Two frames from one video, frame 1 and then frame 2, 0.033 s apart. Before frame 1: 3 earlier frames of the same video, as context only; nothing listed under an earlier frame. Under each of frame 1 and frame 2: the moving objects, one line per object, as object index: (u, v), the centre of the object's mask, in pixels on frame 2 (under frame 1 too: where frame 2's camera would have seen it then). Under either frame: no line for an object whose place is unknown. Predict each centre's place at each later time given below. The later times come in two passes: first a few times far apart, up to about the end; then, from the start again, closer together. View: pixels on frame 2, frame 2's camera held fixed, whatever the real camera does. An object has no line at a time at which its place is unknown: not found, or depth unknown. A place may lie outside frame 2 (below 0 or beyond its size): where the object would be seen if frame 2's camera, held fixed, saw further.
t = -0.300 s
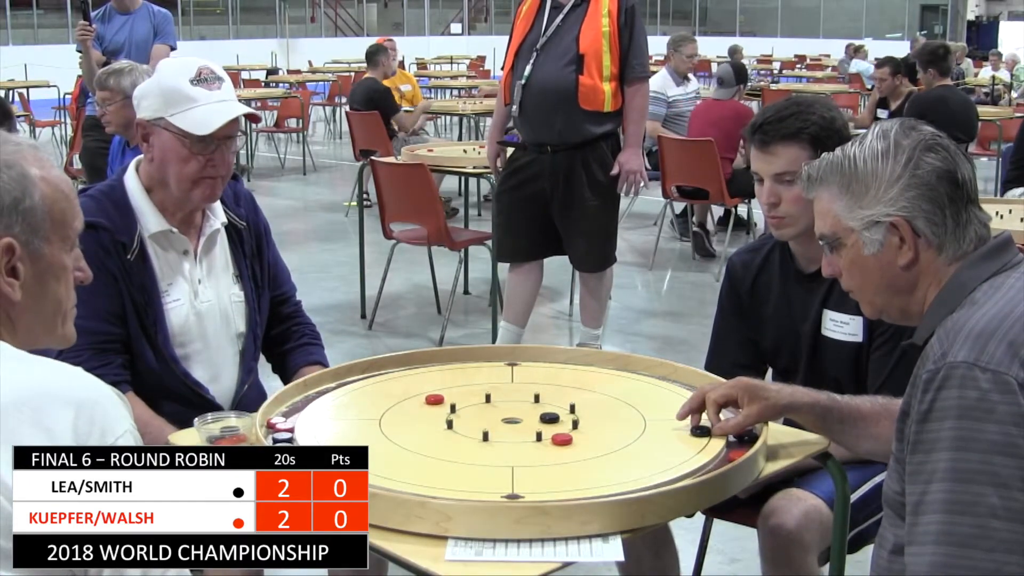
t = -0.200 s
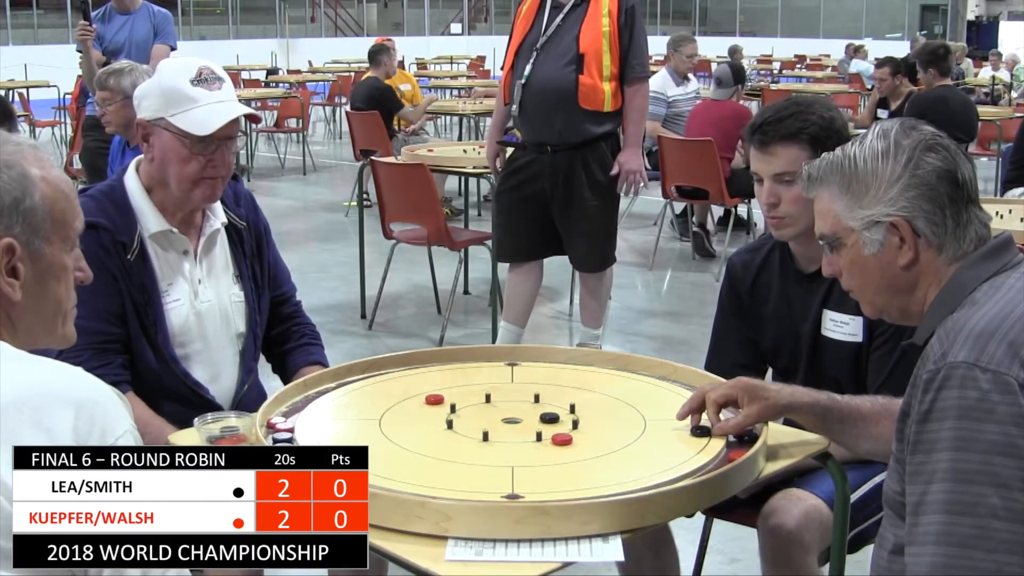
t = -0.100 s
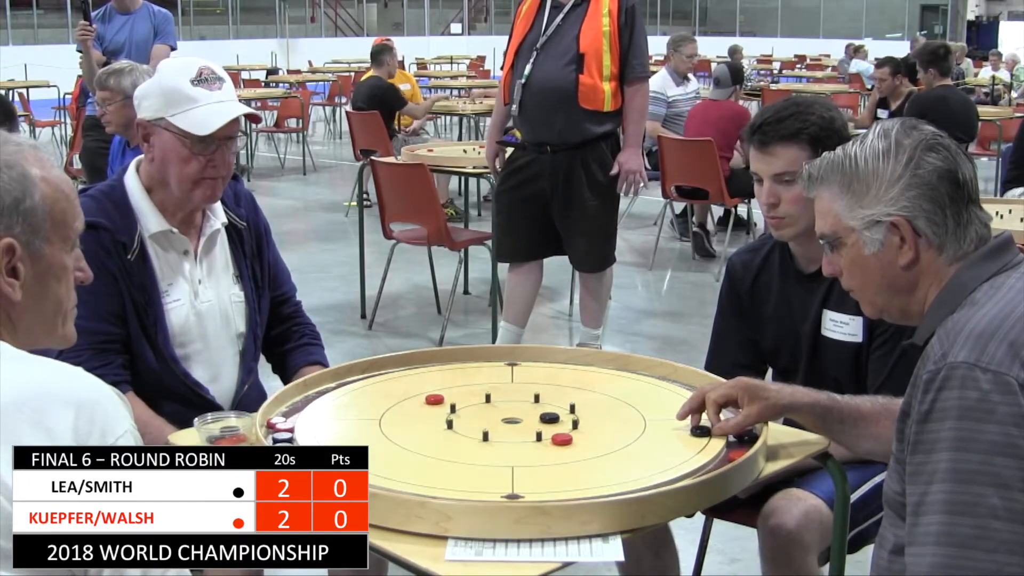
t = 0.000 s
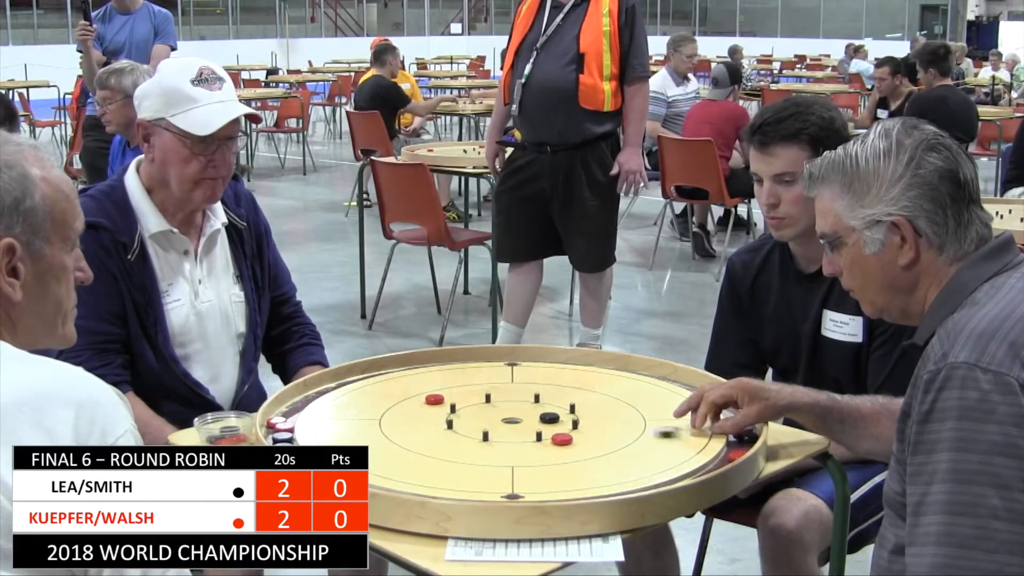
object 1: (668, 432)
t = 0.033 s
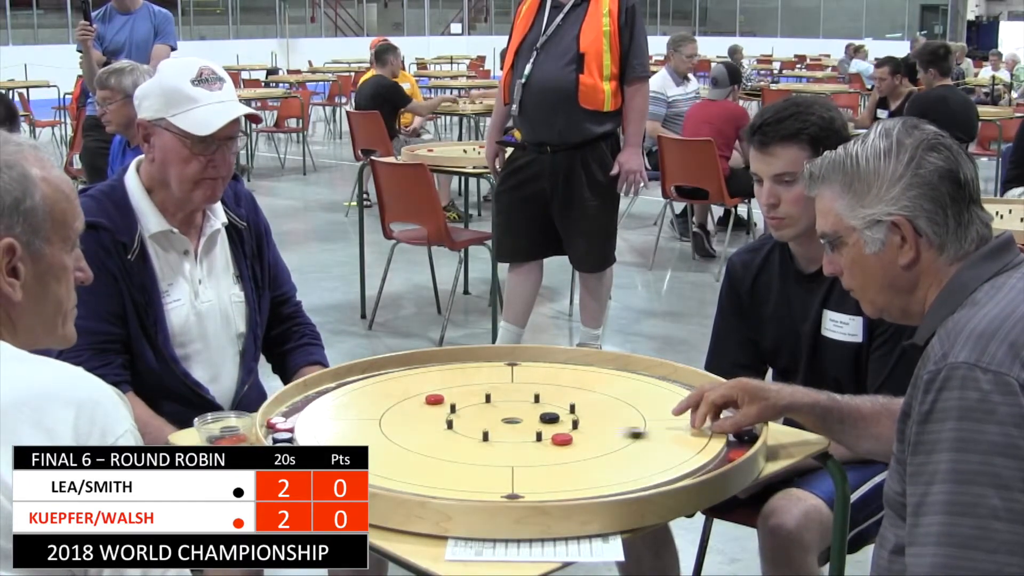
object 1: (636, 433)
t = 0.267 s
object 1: (485, 417)
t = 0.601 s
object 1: (500, 433)
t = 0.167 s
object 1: (535, 426)
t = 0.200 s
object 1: (519, 423)
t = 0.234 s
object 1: (501, 420)
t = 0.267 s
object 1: (485, 417)
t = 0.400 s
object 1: (474, 420)
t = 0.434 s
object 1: (479, 422)
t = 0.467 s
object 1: (484, 425)
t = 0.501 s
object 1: (490, 427)
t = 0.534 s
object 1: (495, 429)
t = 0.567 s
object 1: (497, 432)
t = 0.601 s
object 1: (500, 433)
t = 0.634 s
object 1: (502, 435)
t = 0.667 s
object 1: (504, 435)
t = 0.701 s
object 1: (506, 436)
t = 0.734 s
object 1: (507, 437)
